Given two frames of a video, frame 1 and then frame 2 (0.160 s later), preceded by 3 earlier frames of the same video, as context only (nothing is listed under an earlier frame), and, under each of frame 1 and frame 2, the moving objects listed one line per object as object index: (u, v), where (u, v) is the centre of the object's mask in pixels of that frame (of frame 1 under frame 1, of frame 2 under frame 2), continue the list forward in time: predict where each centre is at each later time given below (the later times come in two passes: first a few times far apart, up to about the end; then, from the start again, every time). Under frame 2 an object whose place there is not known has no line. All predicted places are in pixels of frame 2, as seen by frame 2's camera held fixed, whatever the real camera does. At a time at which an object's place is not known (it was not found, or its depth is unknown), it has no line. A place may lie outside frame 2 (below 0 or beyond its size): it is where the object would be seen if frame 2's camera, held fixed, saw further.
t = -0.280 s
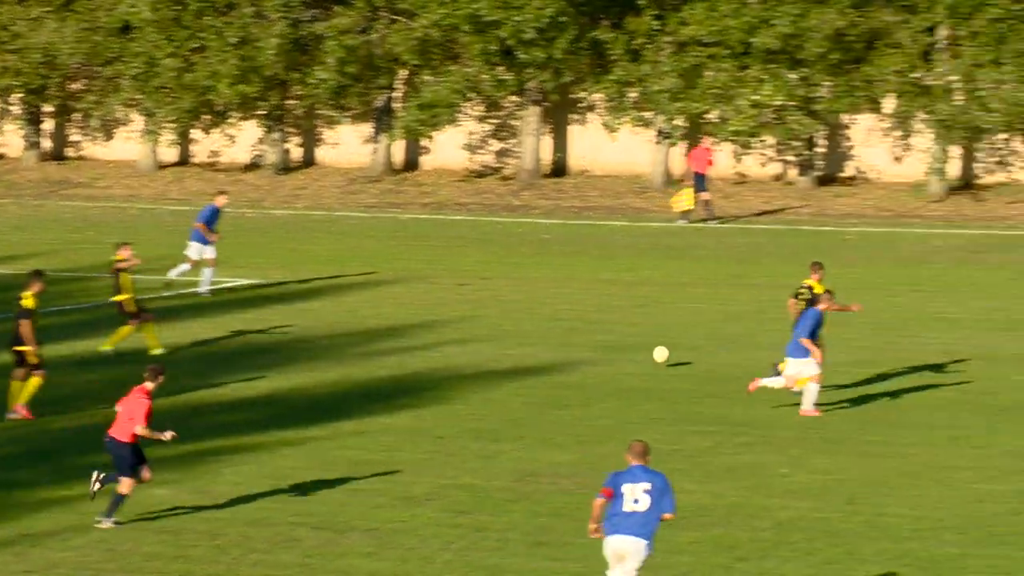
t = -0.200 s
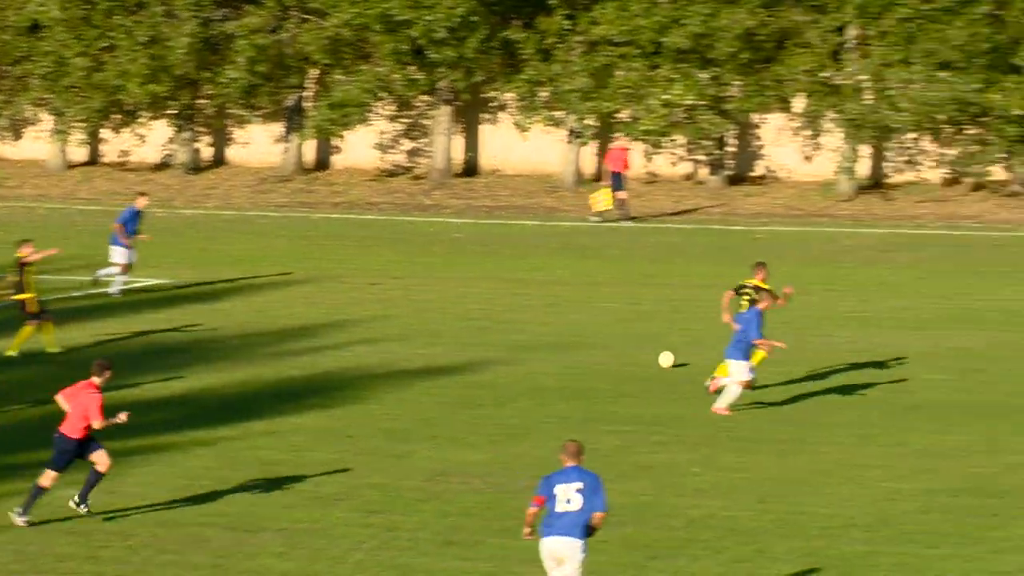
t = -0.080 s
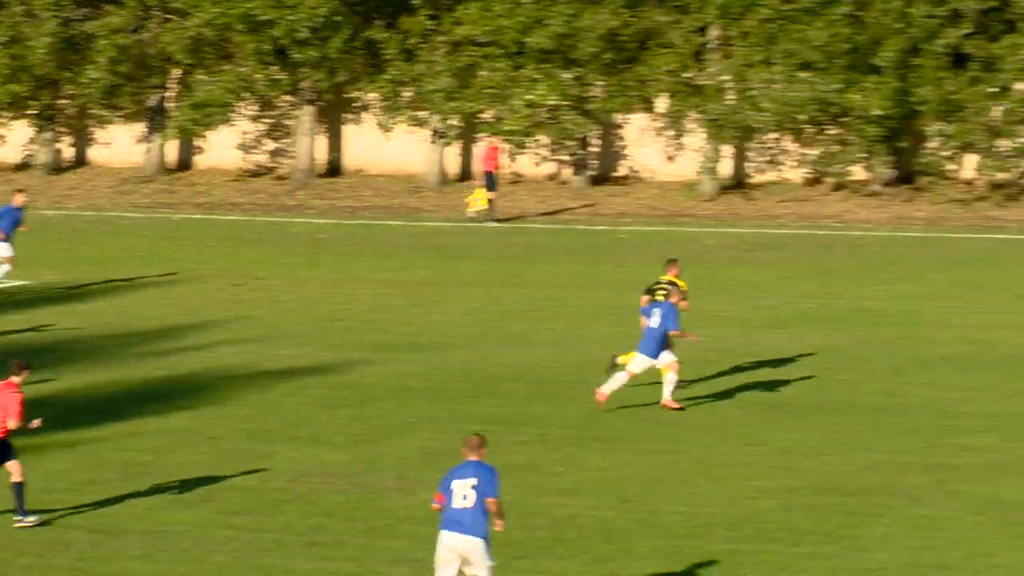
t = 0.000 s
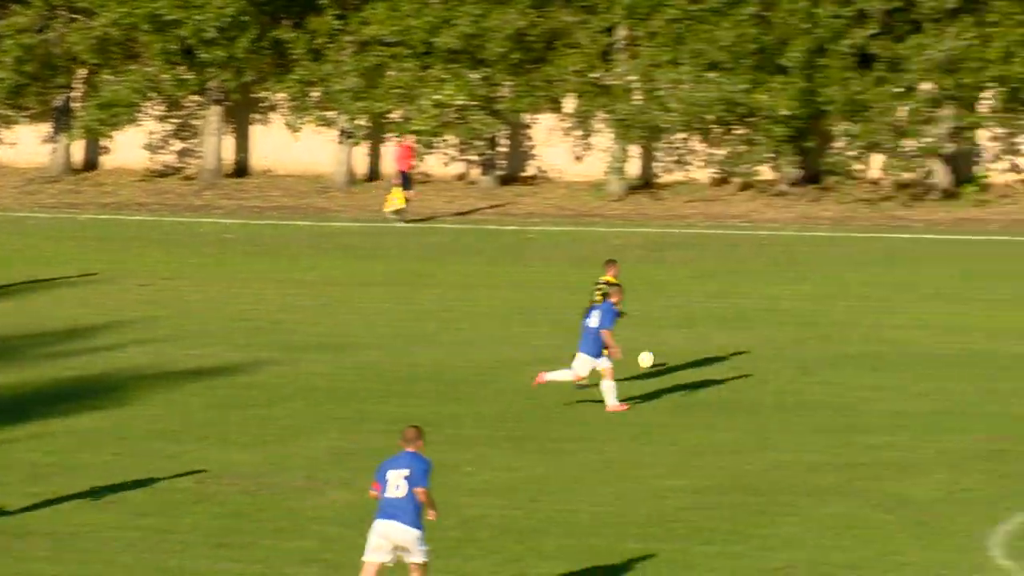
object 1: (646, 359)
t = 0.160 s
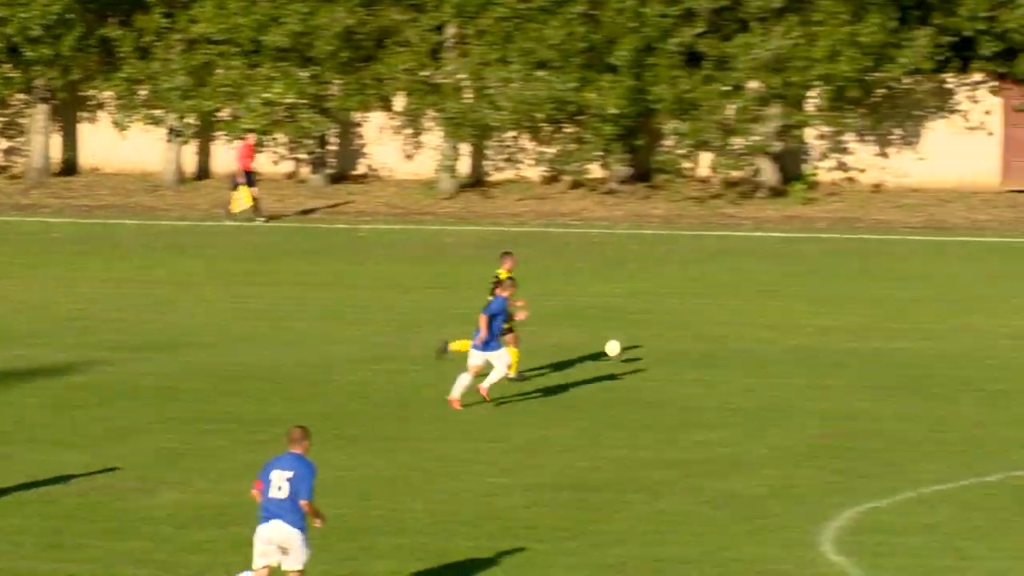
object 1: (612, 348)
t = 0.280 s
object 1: (708, 350)
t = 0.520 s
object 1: (868, 349)
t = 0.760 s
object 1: (1013, 344)
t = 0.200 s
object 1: (644, 347)
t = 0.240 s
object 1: (676, 348)
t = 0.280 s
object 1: (708, 350)
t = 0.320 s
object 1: (739, 353)
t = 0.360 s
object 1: (769, 355)
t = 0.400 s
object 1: (794, 352)
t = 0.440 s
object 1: (819, 349)
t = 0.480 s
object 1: (843, 349)
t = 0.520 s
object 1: (868, 349)
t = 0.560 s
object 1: (892, 351)
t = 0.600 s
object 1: (916, 355)
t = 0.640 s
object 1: (940, 353)
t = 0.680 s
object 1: (965, 348)
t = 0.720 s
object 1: (989, 346)
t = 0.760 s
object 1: (1013, 344)
